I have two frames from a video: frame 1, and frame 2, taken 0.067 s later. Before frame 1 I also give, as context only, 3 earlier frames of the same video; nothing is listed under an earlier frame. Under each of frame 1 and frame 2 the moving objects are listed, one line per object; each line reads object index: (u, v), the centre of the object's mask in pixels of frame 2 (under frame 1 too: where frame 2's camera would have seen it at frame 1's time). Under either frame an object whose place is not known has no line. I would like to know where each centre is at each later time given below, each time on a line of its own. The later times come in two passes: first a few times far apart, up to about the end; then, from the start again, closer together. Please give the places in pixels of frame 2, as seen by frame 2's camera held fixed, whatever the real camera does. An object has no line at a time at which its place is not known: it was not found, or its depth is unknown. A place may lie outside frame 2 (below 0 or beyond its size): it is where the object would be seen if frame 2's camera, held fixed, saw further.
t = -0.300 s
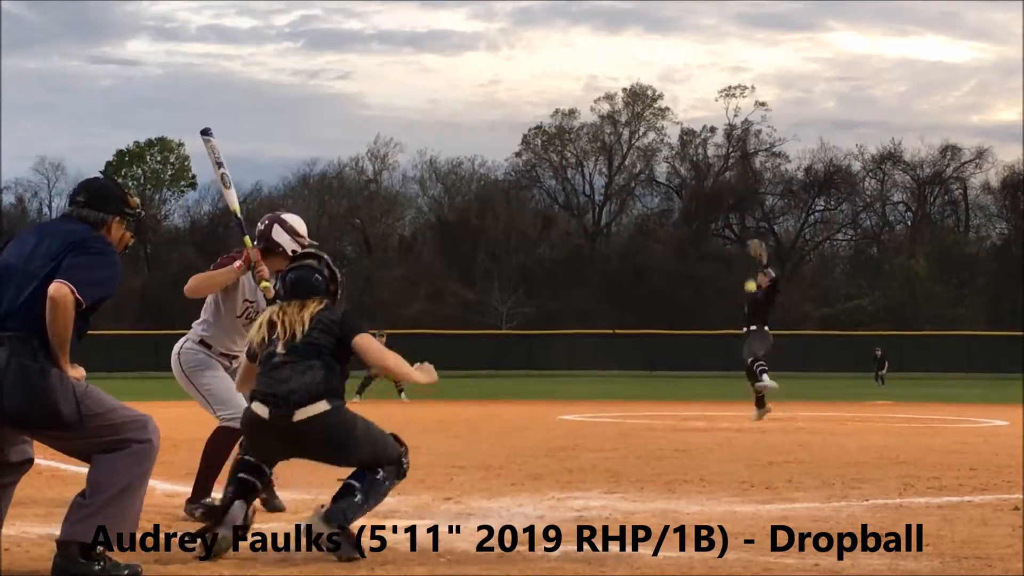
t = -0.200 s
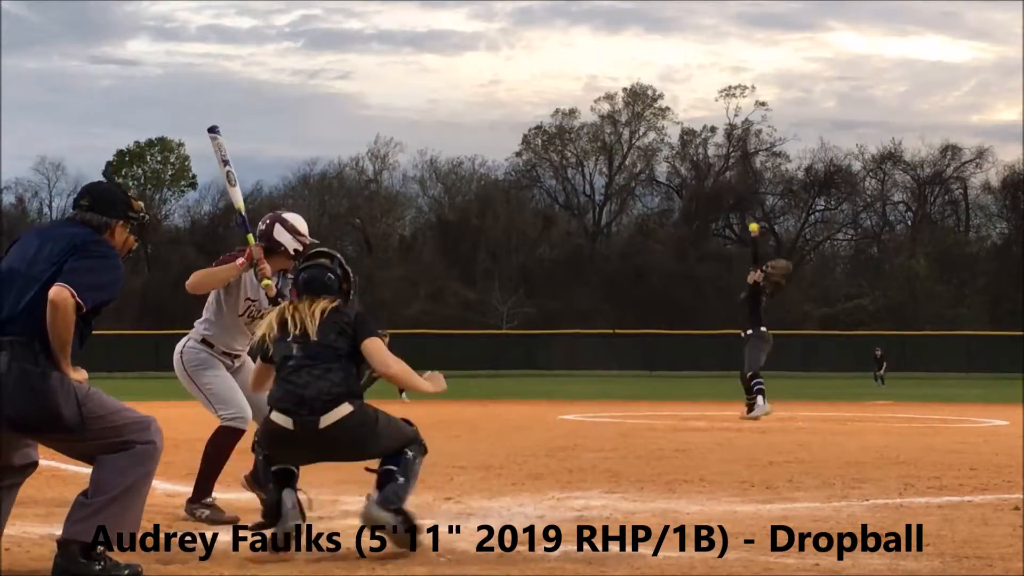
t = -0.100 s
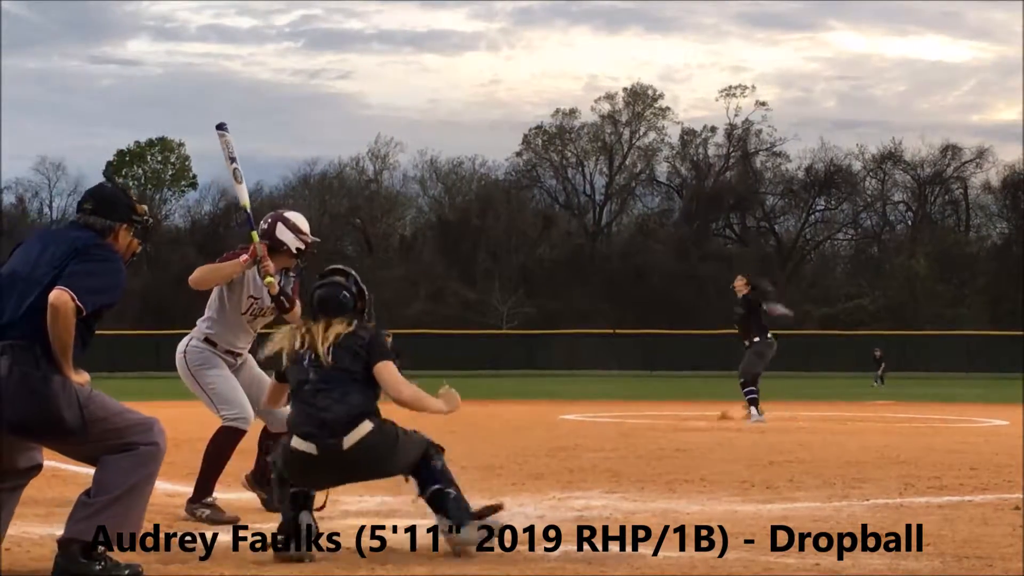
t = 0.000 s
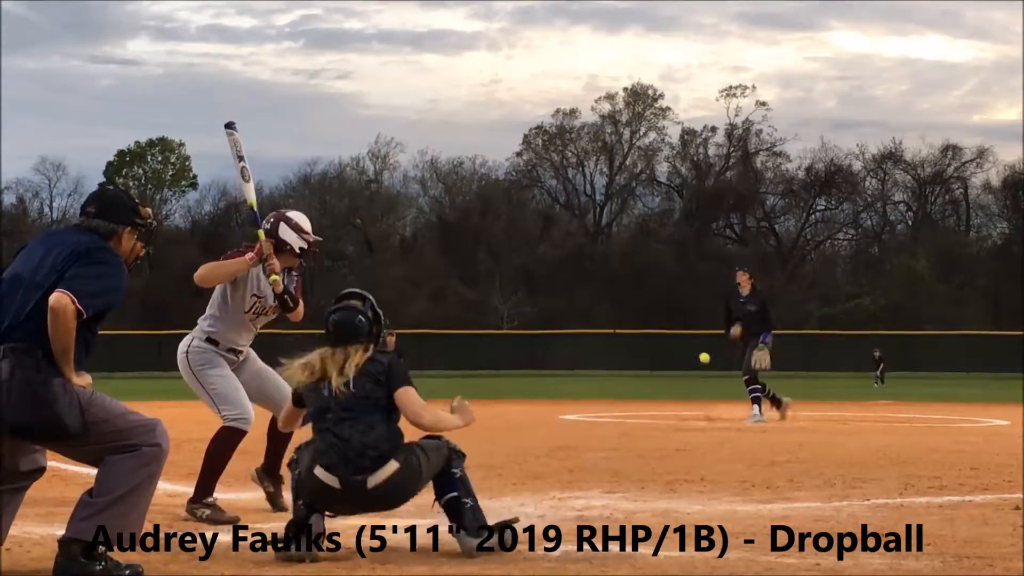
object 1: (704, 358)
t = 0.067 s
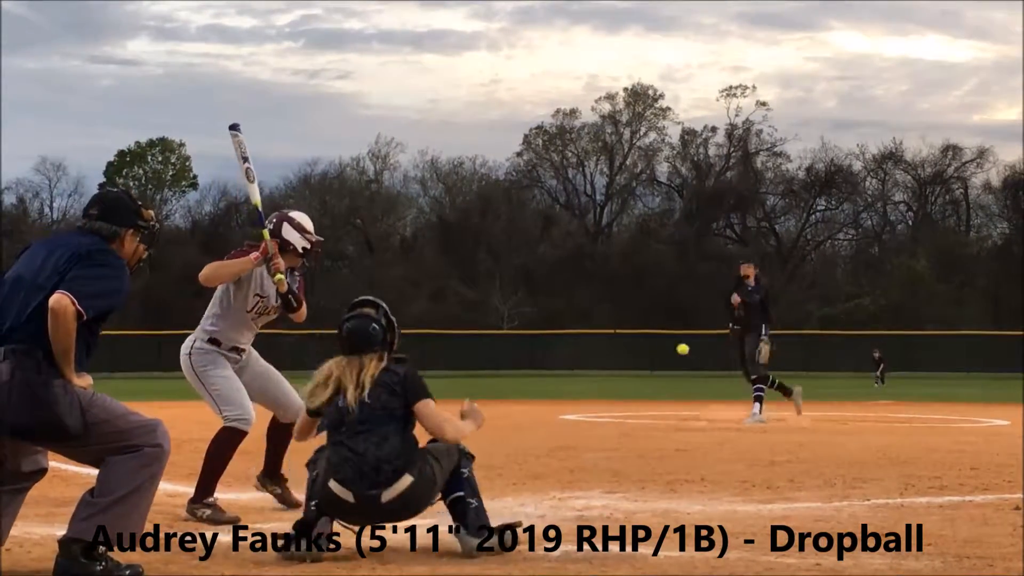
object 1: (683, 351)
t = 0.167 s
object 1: (644, 344)
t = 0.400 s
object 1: (503, 400)
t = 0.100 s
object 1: (671, 347)
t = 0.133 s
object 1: (658, 345)
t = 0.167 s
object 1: (644, 344)
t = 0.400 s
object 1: (503, 400)
